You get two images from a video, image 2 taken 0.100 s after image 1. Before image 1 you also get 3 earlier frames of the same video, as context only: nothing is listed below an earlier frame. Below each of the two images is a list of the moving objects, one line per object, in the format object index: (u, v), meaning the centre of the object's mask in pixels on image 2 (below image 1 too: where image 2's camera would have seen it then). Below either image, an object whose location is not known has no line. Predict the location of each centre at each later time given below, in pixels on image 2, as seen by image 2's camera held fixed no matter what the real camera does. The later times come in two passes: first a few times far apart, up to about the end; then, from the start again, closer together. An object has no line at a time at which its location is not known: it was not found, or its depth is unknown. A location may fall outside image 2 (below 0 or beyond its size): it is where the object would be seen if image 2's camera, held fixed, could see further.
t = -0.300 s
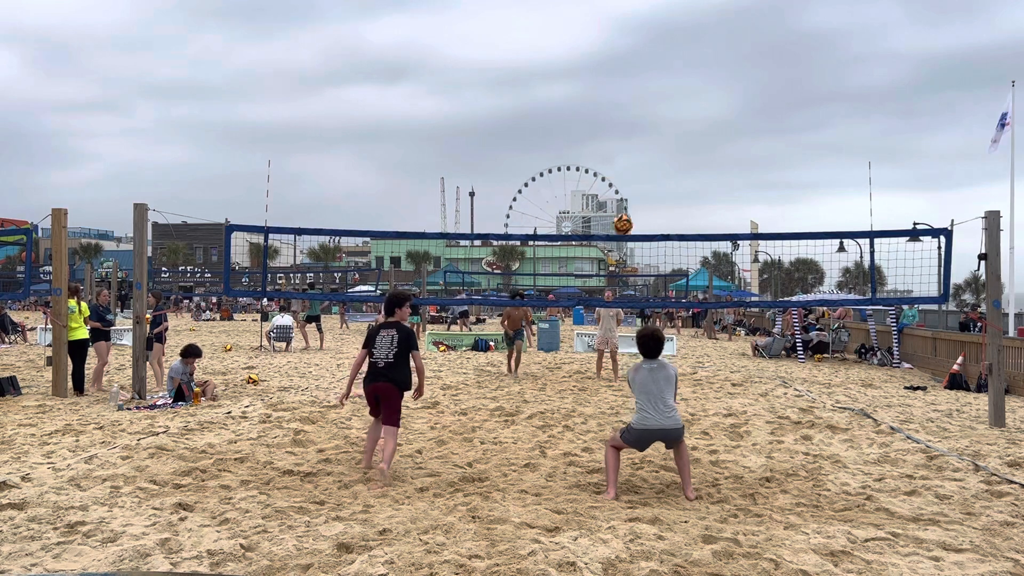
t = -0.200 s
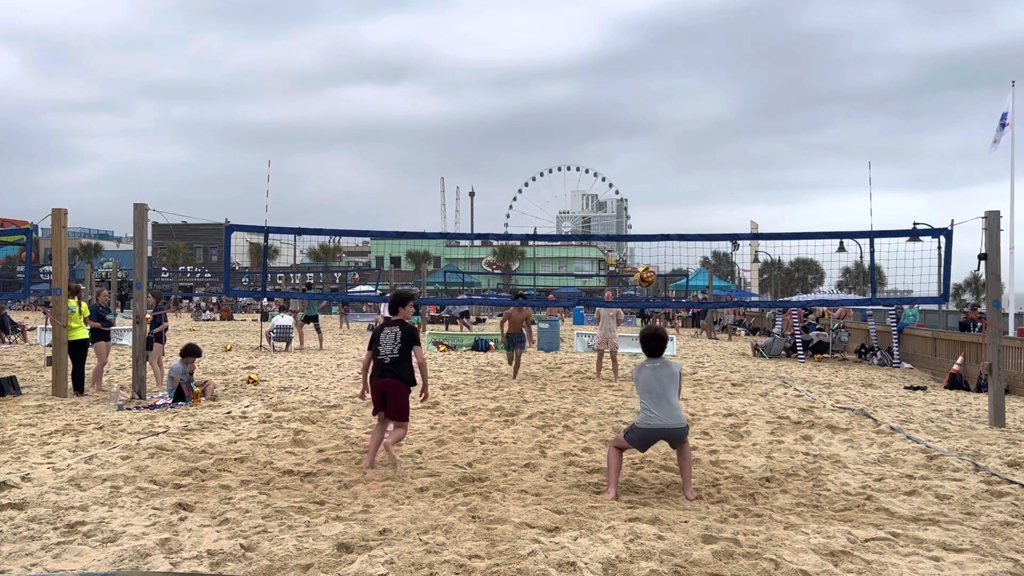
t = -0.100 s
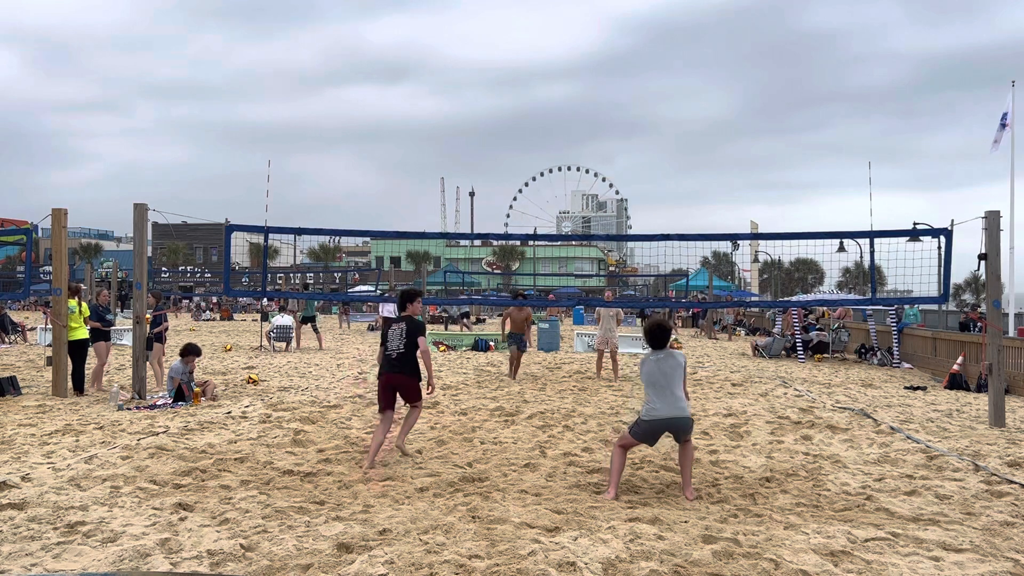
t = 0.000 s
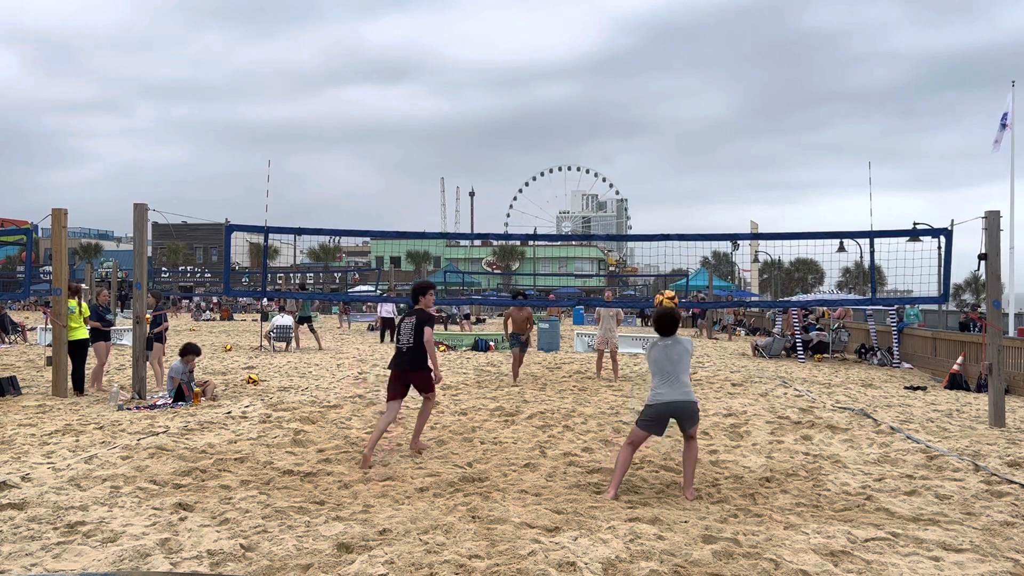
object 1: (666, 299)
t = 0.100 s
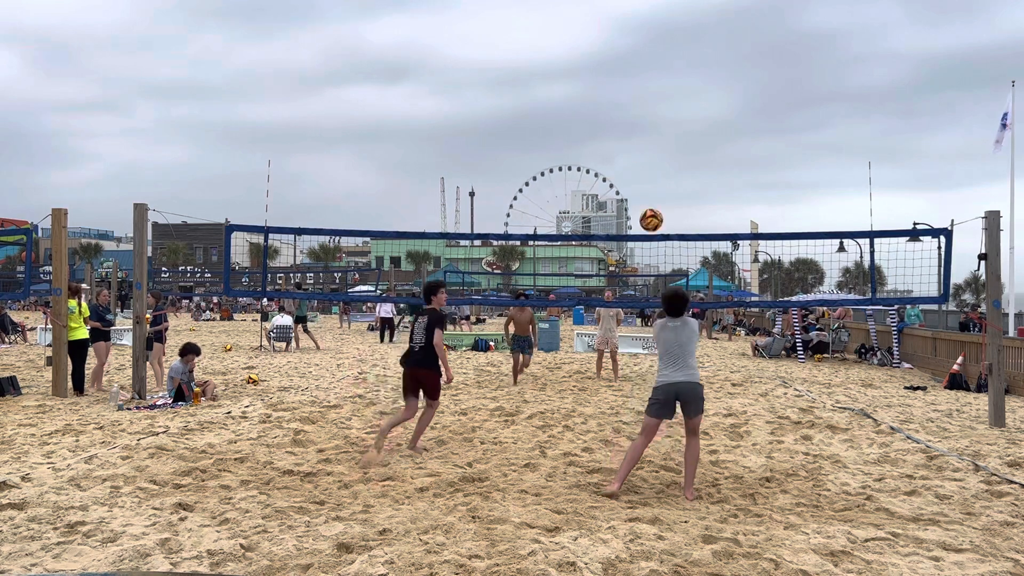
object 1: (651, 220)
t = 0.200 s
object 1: (636, 152)
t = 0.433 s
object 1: (604, 44)
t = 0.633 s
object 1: (579, 5)
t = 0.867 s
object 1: (552, 5)
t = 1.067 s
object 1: (531, 40)
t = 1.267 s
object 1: (512, 111)
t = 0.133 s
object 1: (646, 196)
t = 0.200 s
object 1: (636, 152)
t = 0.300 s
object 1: (622, 98)
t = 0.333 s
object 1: (618, 82)
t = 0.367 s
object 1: (613, 68)
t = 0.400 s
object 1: (608, 55)
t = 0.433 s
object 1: (604, 44)
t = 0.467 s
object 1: (600, 33)
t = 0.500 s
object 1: (596, 24)
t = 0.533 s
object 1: (591, 17)
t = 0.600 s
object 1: (583, 7)
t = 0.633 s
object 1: (579, 5)
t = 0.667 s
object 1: (575, 3)
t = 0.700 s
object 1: (571, 3)
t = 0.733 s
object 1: (567, 2)
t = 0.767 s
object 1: (563, 2)
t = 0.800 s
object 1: (559, 2)
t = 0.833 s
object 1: (556, 3)
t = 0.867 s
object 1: (552, 5)
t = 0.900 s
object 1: (548, 7)
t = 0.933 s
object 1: (545, 9)
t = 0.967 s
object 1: (541, 15)
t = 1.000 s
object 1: (538, 23)
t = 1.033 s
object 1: (534, 30)
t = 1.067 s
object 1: (531, 40)
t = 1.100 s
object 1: (528, 49)
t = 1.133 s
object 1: (525, 60)
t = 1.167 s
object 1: (521, 71)
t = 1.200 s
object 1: (518, 84)
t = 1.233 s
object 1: (515, 97)
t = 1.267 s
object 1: (512, 111)
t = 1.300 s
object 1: (509, 126)
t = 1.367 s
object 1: (503, 158)
